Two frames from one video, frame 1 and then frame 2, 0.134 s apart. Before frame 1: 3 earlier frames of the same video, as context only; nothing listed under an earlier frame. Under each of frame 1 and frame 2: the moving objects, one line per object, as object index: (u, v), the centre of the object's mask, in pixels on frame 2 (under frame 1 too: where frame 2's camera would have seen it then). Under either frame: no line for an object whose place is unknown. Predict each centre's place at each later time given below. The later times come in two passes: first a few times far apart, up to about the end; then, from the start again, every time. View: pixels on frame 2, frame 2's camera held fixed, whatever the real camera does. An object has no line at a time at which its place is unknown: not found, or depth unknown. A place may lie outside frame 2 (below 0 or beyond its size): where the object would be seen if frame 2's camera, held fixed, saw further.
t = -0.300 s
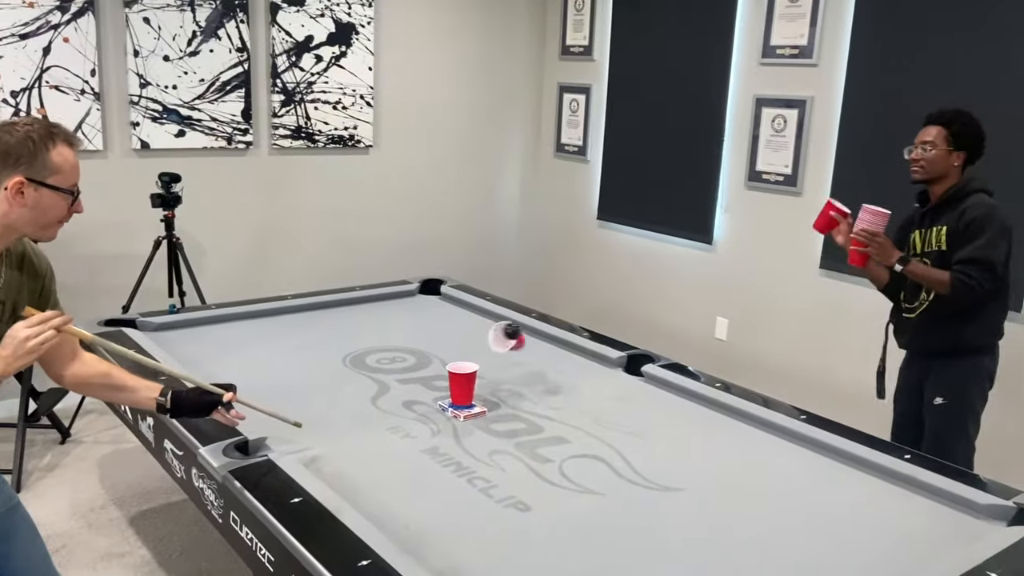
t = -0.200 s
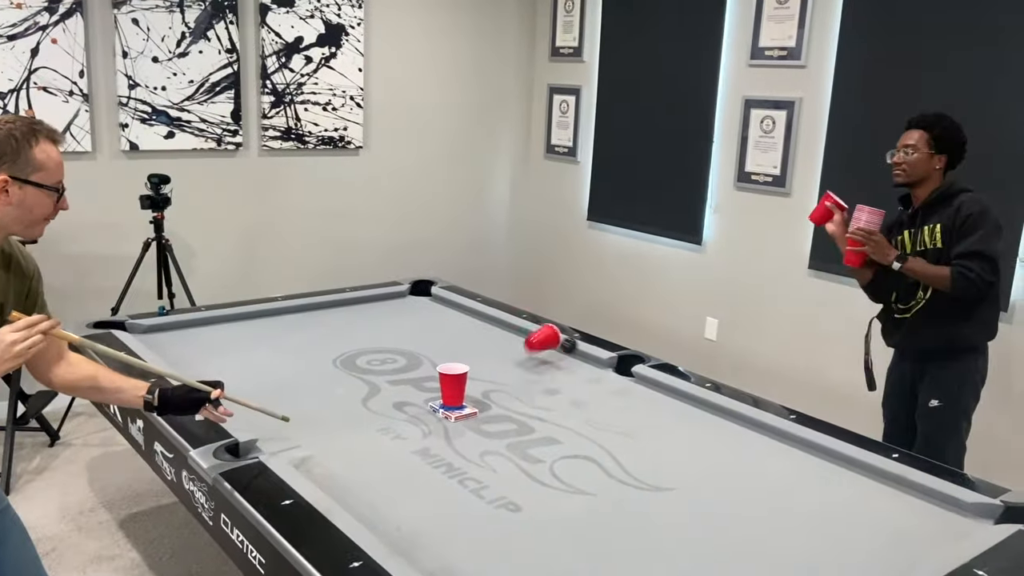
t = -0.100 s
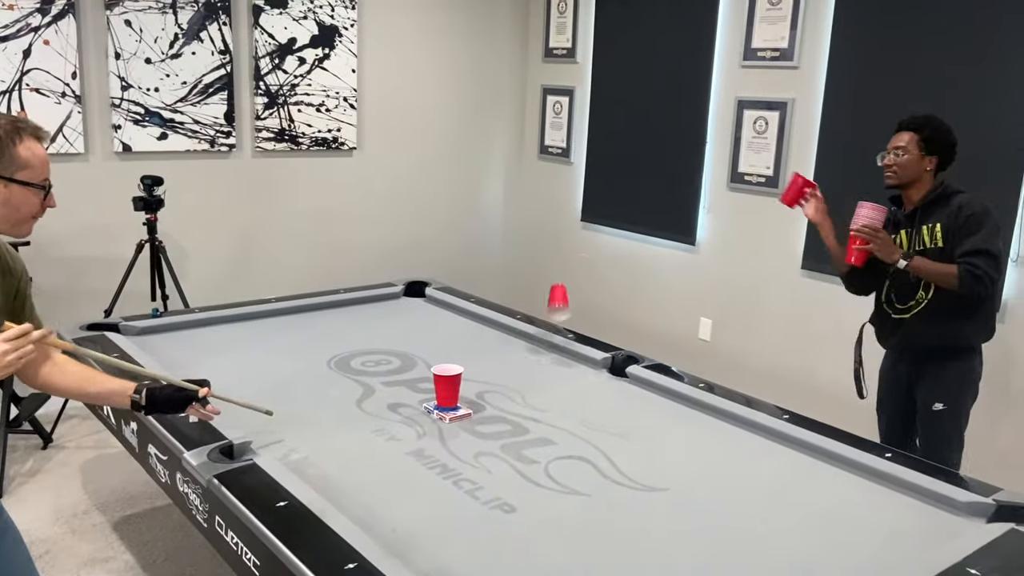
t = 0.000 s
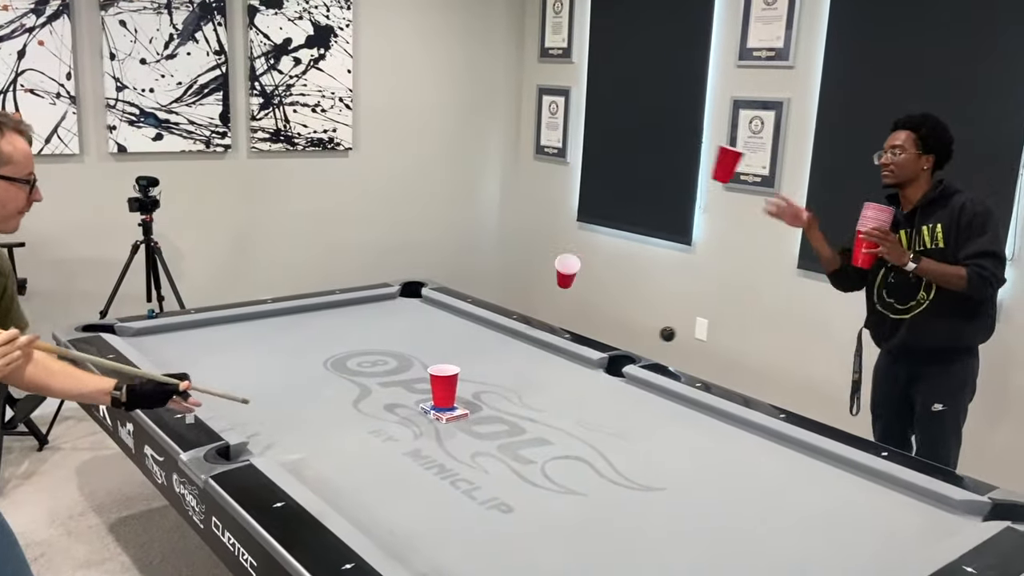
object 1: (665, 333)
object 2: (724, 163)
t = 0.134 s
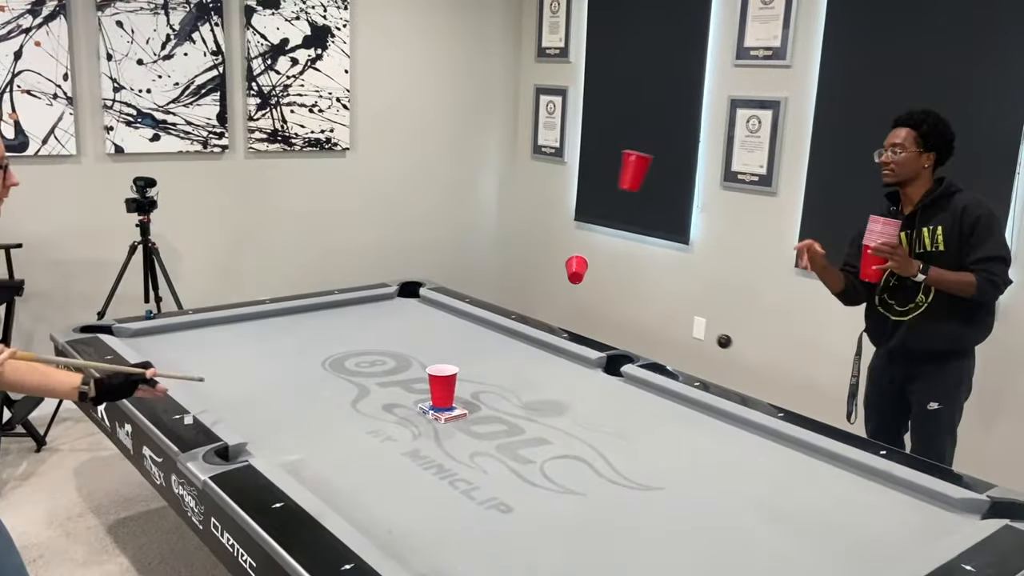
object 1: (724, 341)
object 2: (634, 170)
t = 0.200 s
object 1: (749, 361)
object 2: (589, 191)
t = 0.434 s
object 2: (437, 359)
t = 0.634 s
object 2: (440, 366)
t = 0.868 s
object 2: (441, 369)
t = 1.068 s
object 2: (441, 369)
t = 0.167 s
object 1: (737, 350)
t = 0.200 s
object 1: (749, 361)
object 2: (589, 191)
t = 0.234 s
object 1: (761, 374)
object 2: (565, 208)
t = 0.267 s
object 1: (772, 390)
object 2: (542, 228)
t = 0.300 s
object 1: (784, 404)
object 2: (520, 250)
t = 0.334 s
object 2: (499, 274)
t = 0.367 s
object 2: (477, 302)
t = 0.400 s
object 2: (455, 334)
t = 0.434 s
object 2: (437, 359)
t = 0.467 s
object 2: (435, 365)
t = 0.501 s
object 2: (441, 365)
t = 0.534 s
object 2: (442, 365)
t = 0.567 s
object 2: (442, 366)
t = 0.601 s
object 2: (440, 366)
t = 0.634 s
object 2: (440, 366)
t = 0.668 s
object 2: (441, 367)
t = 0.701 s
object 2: (441, 368)
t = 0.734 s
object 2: (441, 368)
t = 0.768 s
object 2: (441, 368)
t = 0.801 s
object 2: (441, 368)
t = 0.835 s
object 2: (441, 369)
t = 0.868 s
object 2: (441, 369)
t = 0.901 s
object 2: (441, 369)
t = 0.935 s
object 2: (441, 369)
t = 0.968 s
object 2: (441, 369)
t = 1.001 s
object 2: (441, 369)
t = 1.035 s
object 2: (441, 369)
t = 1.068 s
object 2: (441, 369)
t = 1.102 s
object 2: (441, 369)
